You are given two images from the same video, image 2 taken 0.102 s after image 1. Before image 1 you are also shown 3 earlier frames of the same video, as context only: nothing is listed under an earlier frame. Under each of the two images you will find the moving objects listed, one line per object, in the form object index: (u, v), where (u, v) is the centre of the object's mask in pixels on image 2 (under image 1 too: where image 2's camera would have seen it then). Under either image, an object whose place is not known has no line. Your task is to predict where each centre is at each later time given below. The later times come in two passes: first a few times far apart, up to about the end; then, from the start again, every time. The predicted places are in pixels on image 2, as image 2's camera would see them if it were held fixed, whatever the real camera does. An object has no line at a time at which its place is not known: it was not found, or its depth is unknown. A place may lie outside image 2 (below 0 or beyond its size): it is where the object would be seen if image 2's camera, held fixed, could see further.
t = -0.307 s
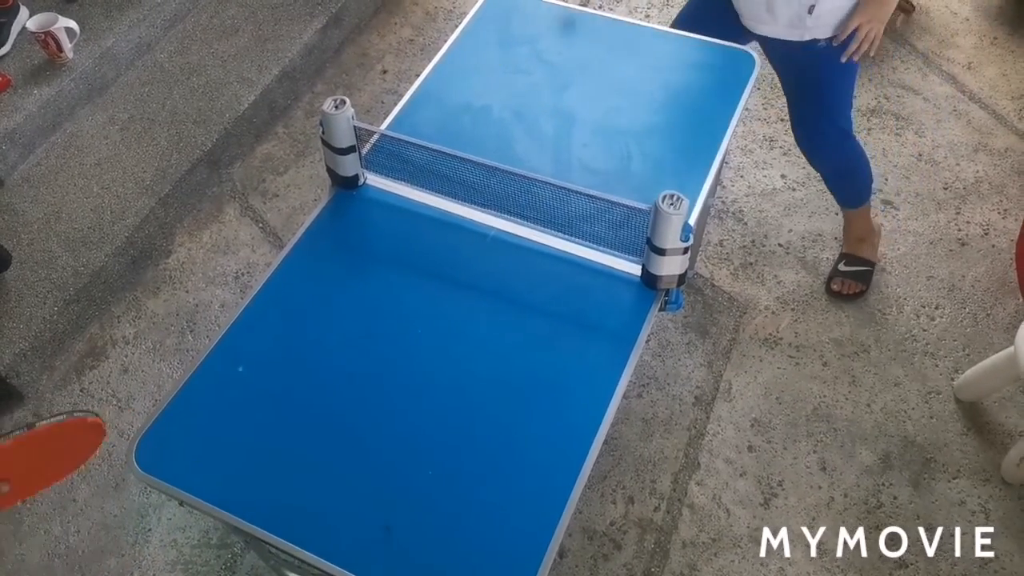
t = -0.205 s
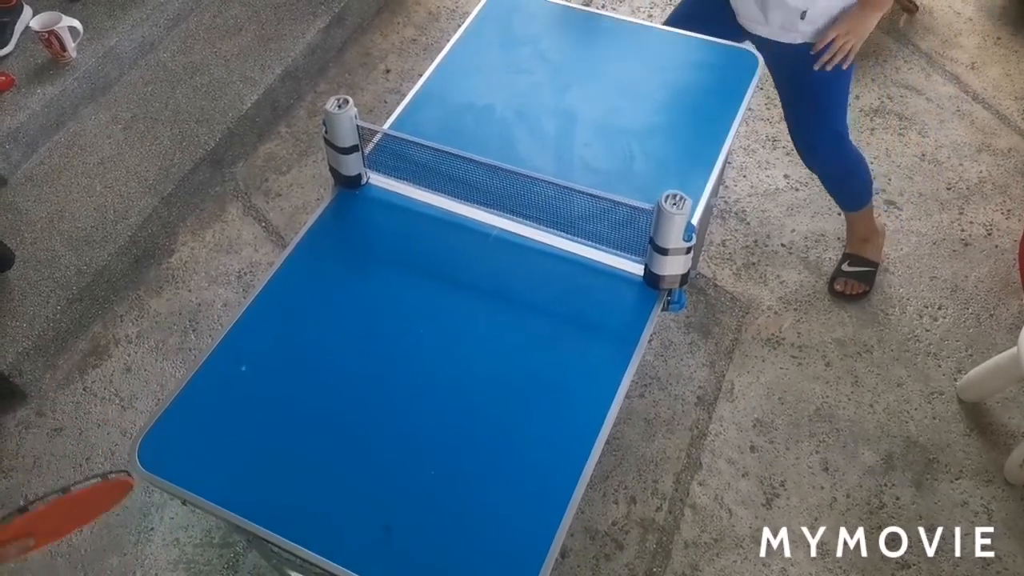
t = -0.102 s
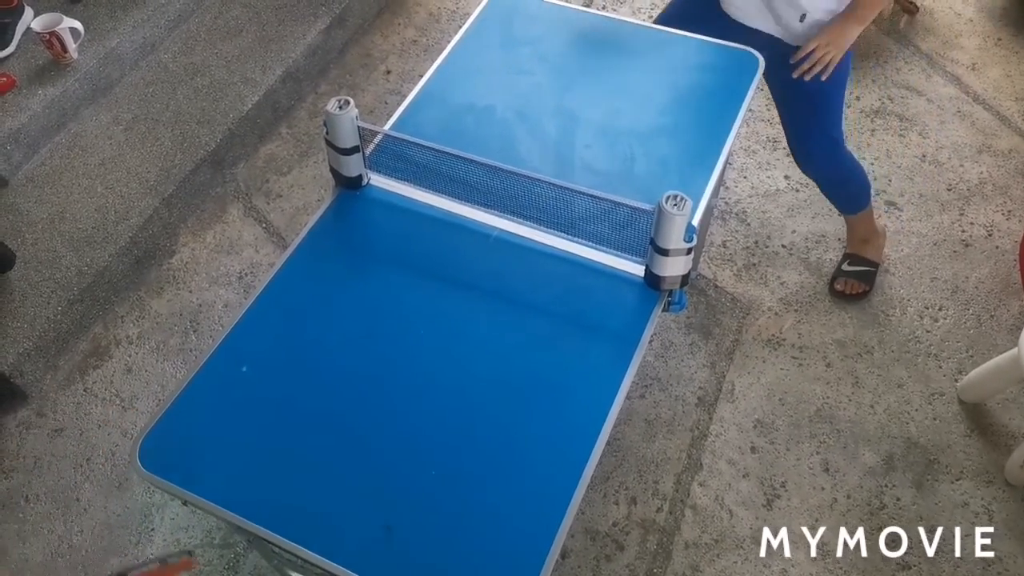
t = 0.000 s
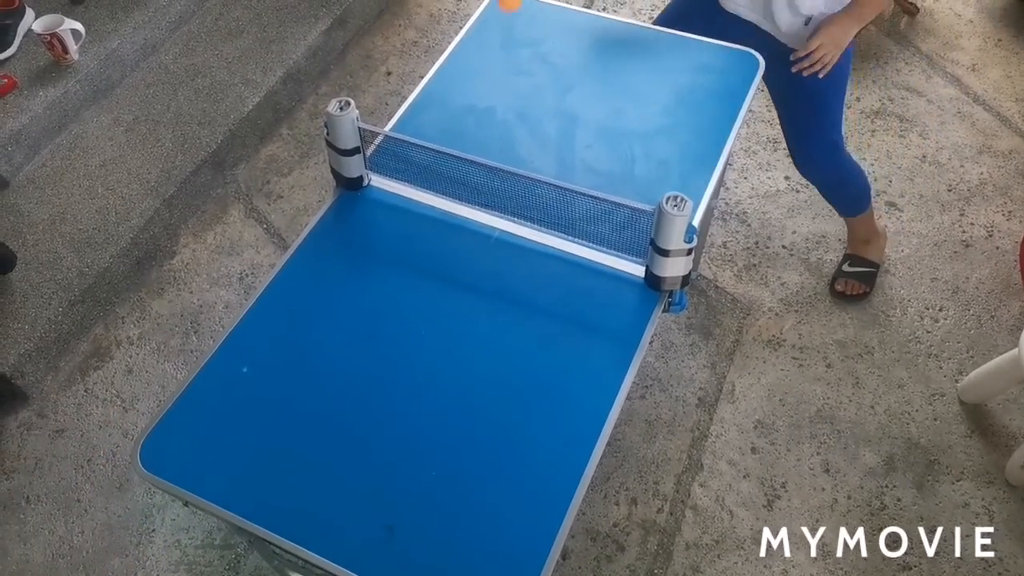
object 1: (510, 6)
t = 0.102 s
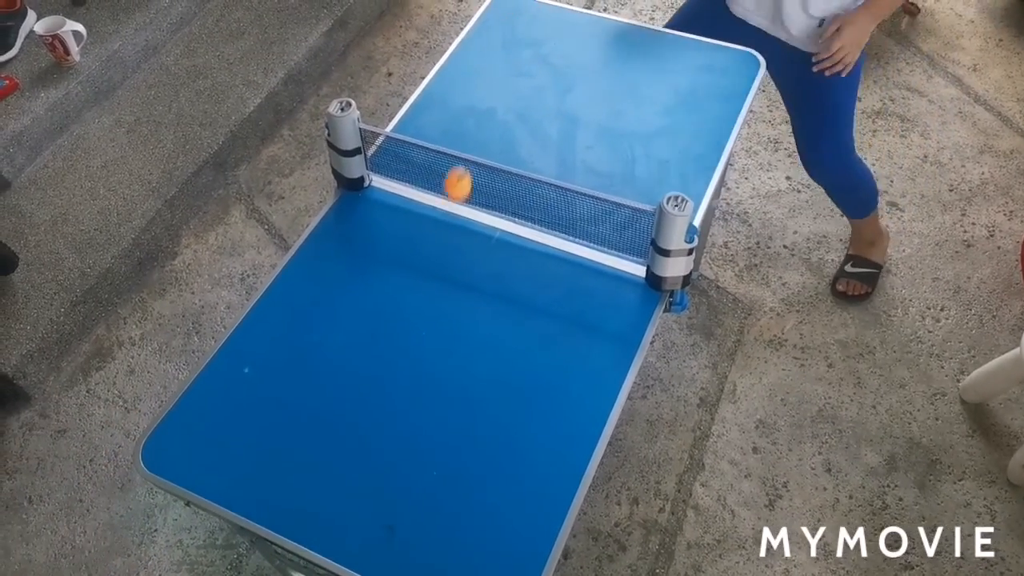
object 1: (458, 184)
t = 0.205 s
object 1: (406, 402)
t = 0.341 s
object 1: (294, 570)
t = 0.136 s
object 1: (441, 263)
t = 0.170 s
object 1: (426, 349)
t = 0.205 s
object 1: (406, 402)
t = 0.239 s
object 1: (381, 431)
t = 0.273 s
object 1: (354, 470)
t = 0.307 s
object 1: (323, 522)
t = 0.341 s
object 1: (294, 570)
